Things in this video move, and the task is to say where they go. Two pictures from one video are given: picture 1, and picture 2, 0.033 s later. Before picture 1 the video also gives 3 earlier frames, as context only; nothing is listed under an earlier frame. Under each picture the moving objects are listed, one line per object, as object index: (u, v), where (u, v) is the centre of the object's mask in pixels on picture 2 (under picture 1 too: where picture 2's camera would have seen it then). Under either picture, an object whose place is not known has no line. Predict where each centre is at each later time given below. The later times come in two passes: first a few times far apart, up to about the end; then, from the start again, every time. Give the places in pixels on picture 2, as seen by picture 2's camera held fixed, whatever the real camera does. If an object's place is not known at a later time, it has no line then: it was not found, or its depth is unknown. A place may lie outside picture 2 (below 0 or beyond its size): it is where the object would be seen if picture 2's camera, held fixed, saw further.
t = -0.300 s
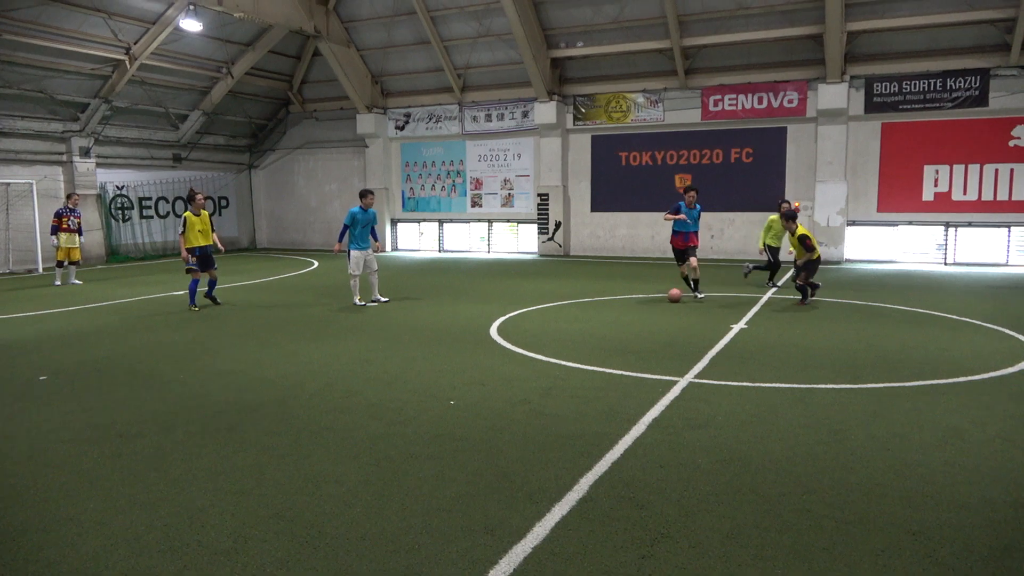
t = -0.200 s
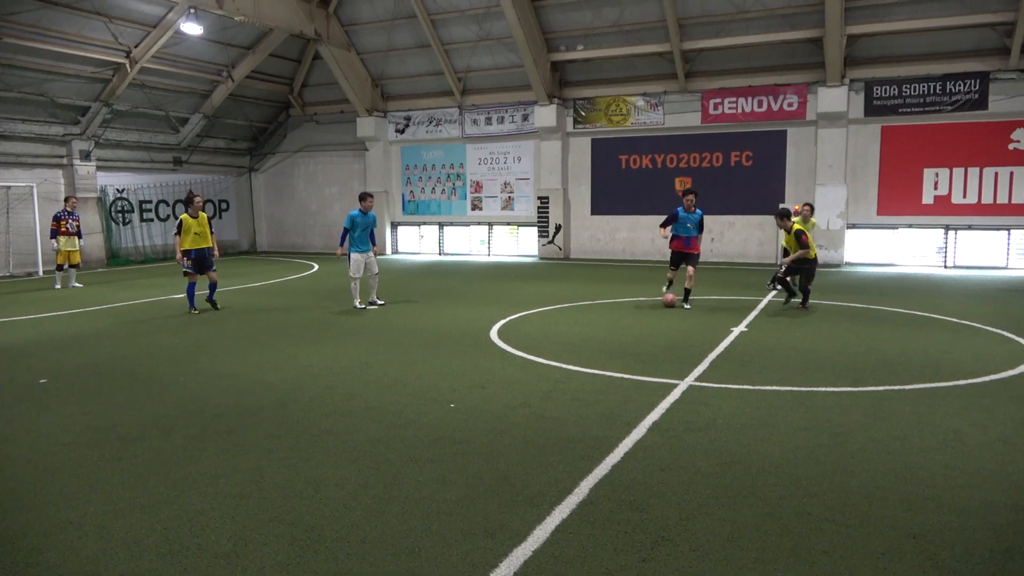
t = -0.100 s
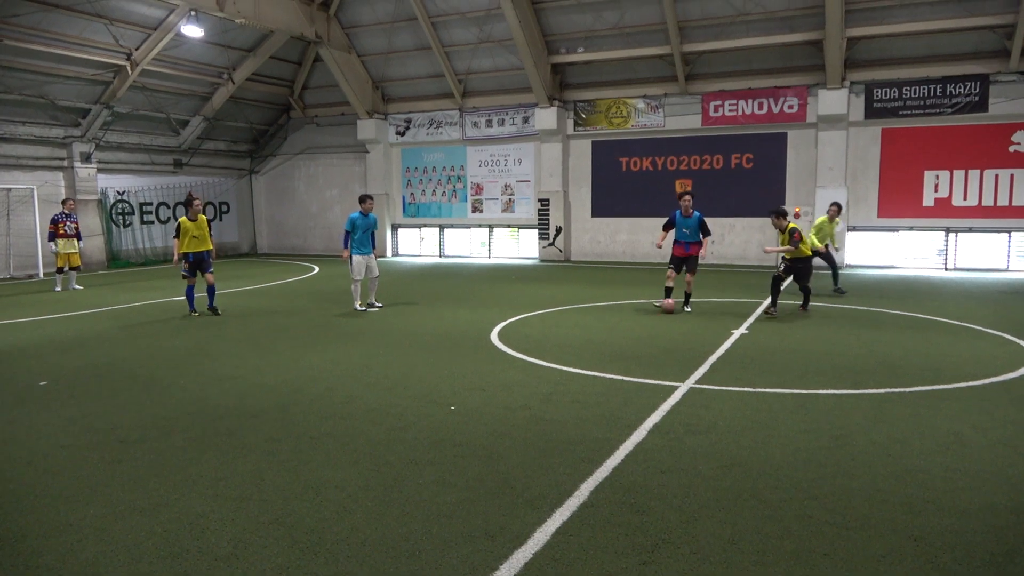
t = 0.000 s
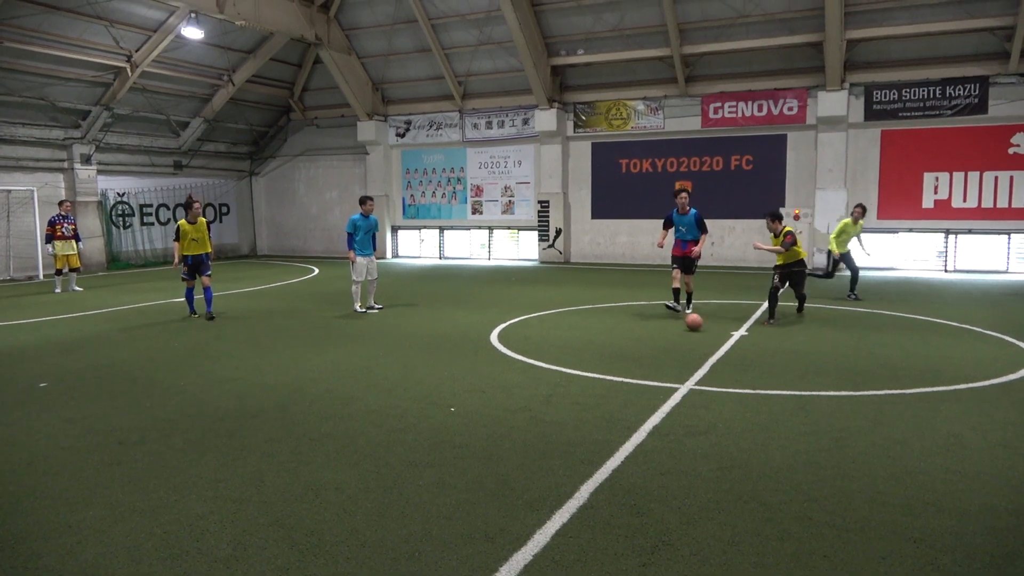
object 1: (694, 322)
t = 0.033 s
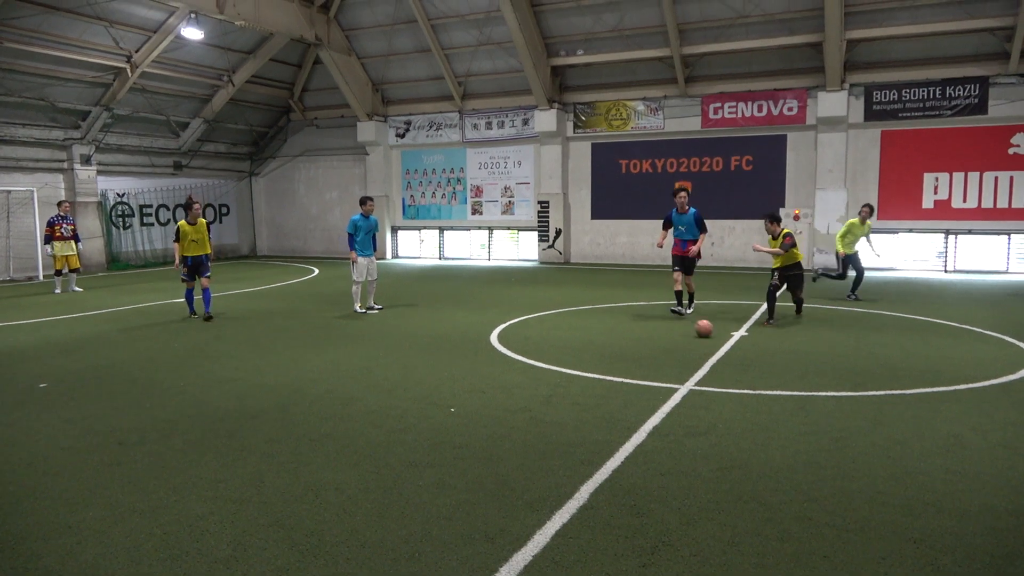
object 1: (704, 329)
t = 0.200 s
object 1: (767, 362)
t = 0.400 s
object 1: (885, 428)
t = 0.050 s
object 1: (709, 331)
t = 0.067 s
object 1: (714, 333)
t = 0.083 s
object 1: (720, 336)
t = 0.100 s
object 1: (726, 340)
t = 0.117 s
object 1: (732, 344)
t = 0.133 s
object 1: (739, 348)
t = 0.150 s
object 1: (746, 351)
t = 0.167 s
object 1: (752, 355)
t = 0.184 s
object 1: (760, 359)
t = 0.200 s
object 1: (767, 362)
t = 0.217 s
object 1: (775, 368)
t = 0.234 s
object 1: (784, 372)
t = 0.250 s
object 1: (793, 377)
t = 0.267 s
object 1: (802, 381)
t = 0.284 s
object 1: (811, 385)
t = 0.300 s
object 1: (821, 391)
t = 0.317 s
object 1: (831, 397)
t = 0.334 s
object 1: (843, 403)
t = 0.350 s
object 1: (854, 409)
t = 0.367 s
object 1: (864, 414)
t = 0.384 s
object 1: (877, 420)
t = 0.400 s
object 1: (885, 428)
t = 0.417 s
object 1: (897, 435)
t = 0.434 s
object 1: (910, 443)
